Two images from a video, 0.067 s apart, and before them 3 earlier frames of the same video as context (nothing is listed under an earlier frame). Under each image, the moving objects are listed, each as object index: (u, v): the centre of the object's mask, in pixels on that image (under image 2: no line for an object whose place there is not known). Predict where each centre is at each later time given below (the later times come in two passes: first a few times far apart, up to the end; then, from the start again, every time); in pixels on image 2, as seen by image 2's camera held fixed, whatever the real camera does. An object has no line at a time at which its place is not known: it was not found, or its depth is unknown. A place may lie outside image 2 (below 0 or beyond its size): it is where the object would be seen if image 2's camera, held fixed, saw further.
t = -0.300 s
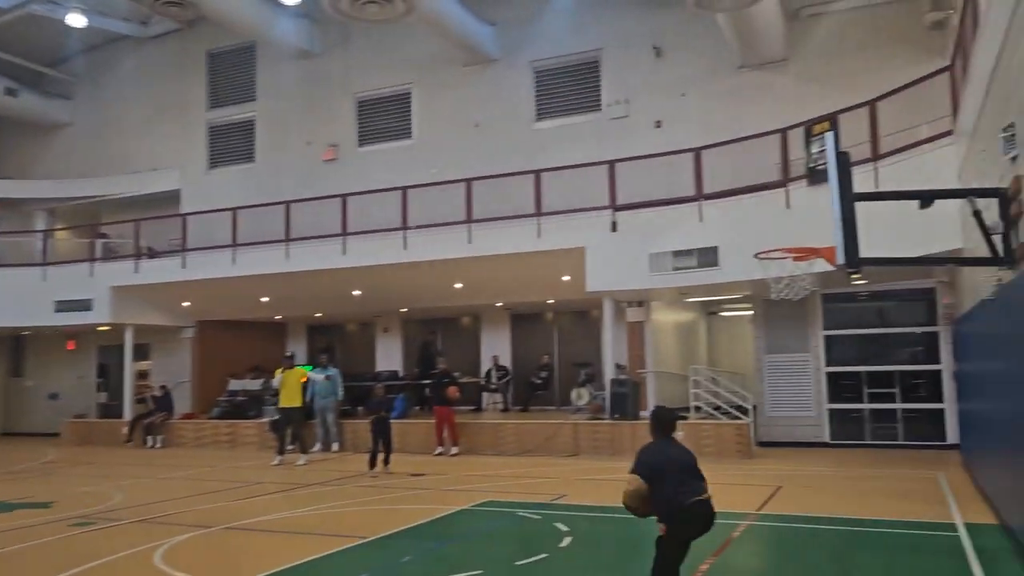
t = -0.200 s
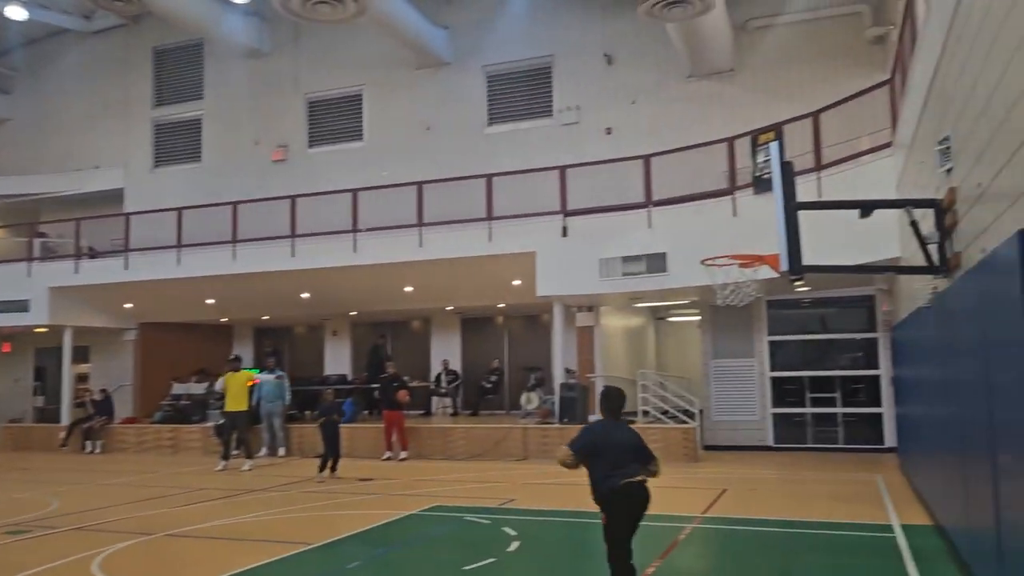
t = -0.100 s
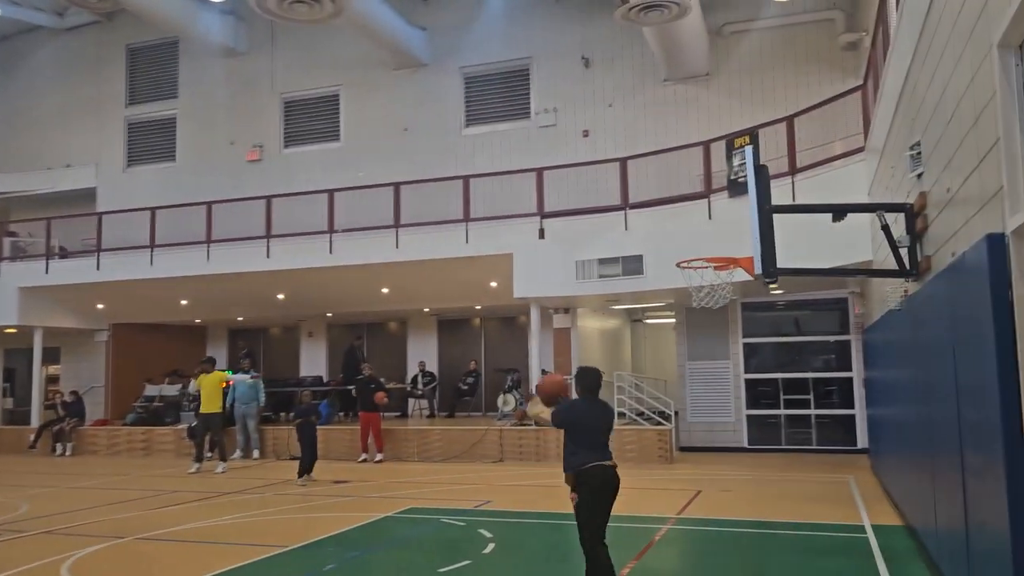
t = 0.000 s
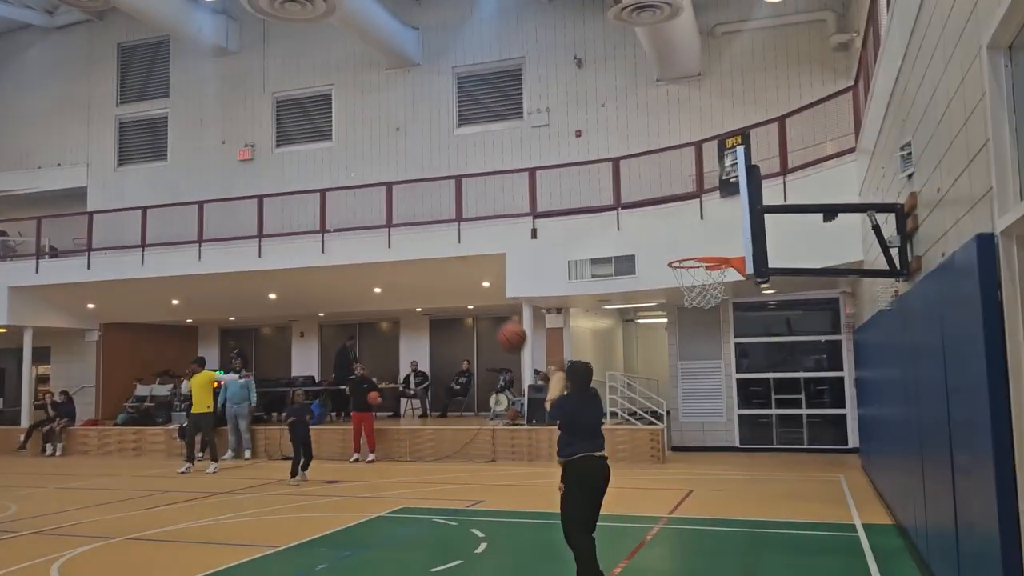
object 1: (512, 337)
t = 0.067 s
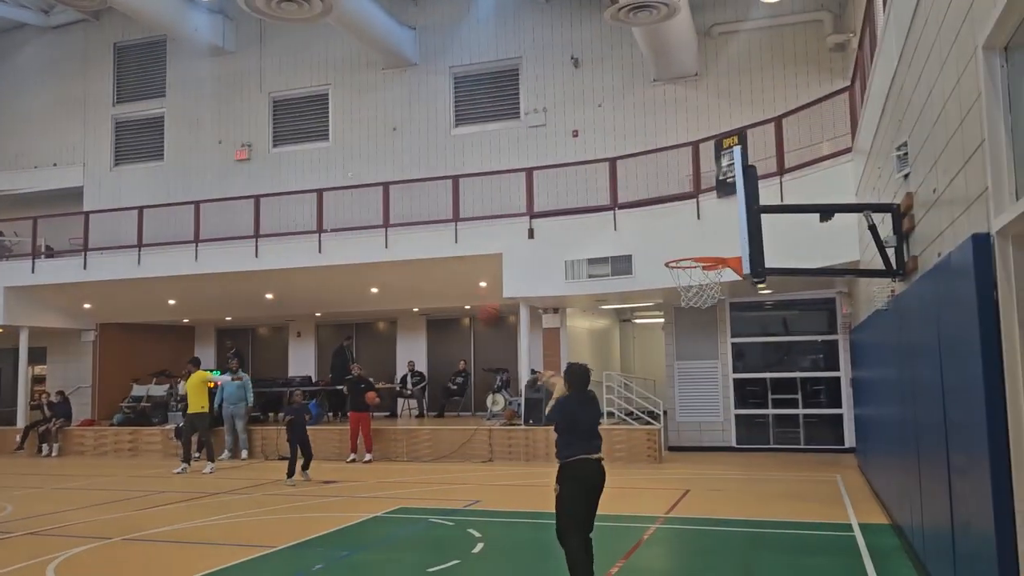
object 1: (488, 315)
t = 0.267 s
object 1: (446, 286)
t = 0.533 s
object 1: (408, 312)
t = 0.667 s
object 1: (393, 340)
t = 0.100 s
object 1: (482, 306)
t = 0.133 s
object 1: (473, 298)
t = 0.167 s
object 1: (465, 293)
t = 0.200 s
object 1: (458, 289)
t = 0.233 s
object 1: (452, 287)
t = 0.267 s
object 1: (446, 286)
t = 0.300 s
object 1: (440, 285)
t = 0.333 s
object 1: (435, 287)
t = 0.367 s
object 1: (430, 289)
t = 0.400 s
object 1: (425, 292)
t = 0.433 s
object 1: (421, 296)
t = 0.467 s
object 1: (416, 300)
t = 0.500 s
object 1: (412, 306)
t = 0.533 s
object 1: (408, 312)
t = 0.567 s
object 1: (404, 318)
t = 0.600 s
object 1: (400, 325)
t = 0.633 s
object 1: (396, 333)
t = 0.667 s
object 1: (393, 340)
